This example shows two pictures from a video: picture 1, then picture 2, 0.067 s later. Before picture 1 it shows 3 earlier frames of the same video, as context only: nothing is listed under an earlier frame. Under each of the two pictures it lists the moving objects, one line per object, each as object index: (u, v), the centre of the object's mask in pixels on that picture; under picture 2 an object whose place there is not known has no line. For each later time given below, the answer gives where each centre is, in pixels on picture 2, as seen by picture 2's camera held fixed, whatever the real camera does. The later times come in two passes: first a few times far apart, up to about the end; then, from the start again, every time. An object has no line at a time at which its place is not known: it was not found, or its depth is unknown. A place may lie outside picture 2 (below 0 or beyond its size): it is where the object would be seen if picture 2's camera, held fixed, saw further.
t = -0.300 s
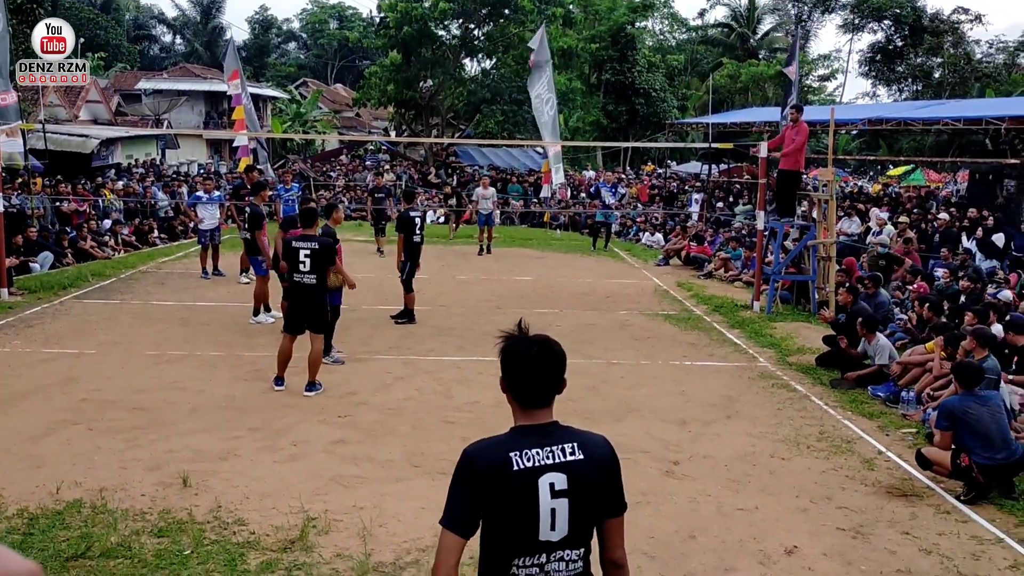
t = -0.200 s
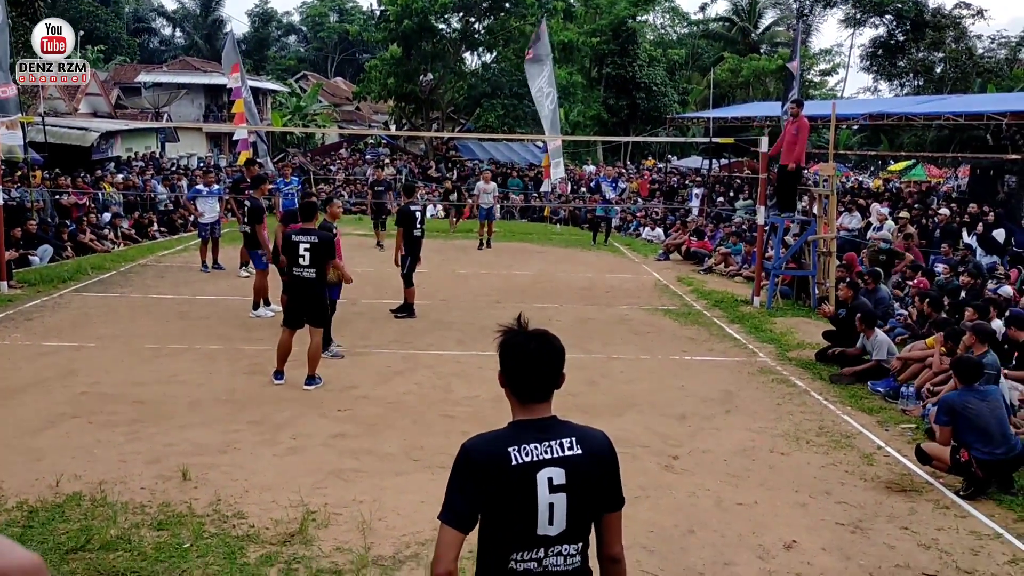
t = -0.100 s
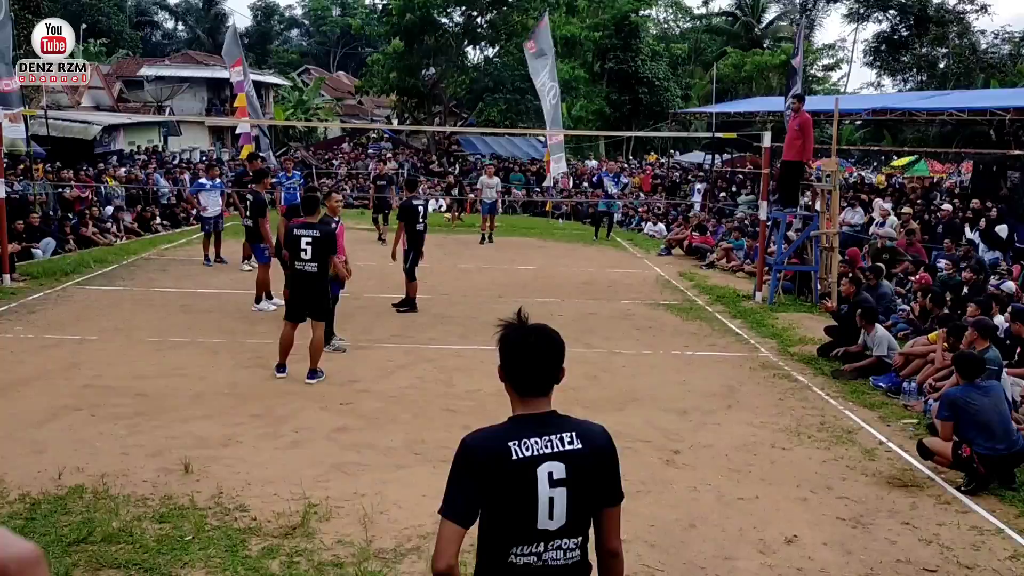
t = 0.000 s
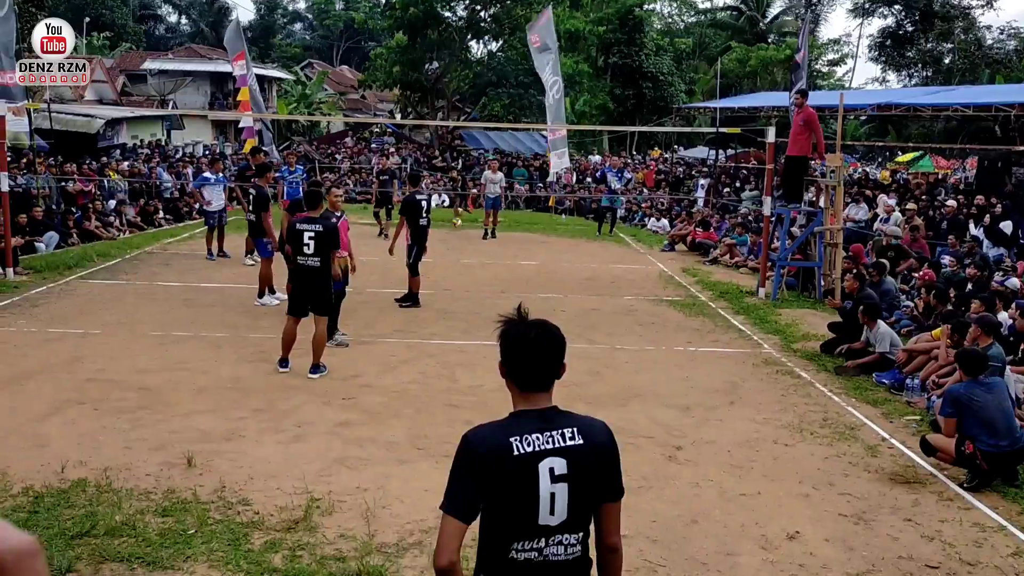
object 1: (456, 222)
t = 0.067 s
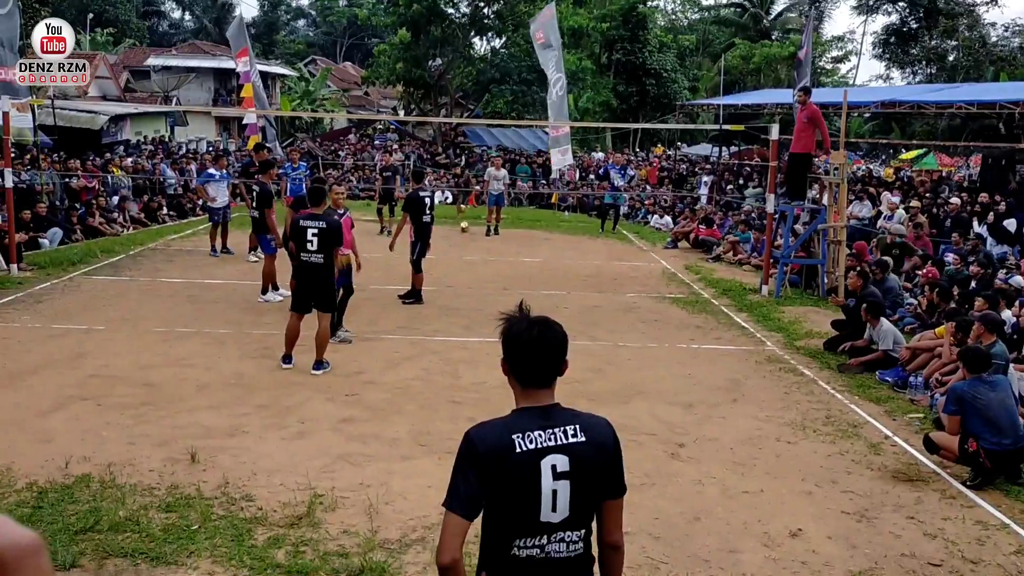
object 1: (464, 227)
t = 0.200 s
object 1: (473, 226)
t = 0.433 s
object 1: (490, 246)
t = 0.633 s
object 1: (504, 253)
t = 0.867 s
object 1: (524, 271)
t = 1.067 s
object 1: (544, 284)
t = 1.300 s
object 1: (568, 303)
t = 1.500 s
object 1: (591, 316)
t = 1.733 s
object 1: (621, 336)
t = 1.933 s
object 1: (654, 365)
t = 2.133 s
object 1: (694, 401)
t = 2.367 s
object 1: (749, 427)
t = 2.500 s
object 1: (787, 476)
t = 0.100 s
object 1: (466, 226)
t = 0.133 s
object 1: (469, 225)
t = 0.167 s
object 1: (471, 224)
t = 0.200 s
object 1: (473, 226)
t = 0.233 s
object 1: (476, 226)
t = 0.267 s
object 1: (478, 227)
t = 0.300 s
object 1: (480, 231)
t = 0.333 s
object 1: (483, 233)
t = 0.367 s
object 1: (485, 236)
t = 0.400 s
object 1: (487, 242)
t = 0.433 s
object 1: (490, 246)
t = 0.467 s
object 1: (491, 247)
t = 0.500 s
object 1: (494, 248)
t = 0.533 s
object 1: (497, 249)
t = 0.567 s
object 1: (499, 251)
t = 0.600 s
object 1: (502, 254)
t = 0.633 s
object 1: (504, 253)
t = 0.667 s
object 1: (507, 254)
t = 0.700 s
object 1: (510, 257)
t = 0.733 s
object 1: (513, 259)
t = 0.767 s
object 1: (516, 262)
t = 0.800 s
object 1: (519, 267)
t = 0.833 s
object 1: (522, 269)
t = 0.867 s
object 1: (524, 271)
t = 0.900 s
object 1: (528, 274)
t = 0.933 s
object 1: (531, 275)
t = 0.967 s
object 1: (534, 276)
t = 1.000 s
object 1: (537, 277)
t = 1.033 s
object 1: (540, 281)
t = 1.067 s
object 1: (544, 284)
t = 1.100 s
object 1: (547, 286)
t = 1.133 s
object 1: (550, 289)
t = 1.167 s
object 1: (554, 292)
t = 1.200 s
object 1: (557, 295)
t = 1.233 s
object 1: (561, 297)
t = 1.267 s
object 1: (564, 300)
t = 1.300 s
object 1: (568, 303)
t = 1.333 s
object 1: (572, 306)
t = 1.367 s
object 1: (575, 304)
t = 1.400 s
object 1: (579, 306)
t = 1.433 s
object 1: (583, 308)
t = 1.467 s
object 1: (587, 312)
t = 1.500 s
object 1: (591, 316)
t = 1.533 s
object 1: (594, 321)
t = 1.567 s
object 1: (598, 328)
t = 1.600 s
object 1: (602, 328)
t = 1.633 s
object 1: (607, 328)
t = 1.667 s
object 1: (612, 330)
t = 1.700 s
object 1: (616, 333)
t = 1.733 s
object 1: (621, 336)
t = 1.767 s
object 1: (626, 341)
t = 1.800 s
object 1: (631, 348)
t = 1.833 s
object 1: (636, 355)
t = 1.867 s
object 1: (641, 364)
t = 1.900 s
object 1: (647, 364)
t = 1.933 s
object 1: (654, 365)
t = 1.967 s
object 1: (659, 367)
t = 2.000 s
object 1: (666, 371)
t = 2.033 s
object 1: (673, 376)
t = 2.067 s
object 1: (680, 383)
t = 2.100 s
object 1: (686, 391)
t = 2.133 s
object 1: (694, 401)
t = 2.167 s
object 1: (701, 407)
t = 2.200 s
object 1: (708, 406)
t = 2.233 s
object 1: (716, 407)
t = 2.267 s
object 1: (724, 410)
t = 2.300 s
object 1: (732, 414)
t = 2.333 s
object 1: (740, 420)
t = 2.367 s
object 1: (749, 427)
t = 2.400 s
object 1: (758, 436)
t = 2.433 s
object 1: (768, 447)
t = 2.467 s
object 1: (777, 460)
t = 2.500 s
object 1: (787, 476)
